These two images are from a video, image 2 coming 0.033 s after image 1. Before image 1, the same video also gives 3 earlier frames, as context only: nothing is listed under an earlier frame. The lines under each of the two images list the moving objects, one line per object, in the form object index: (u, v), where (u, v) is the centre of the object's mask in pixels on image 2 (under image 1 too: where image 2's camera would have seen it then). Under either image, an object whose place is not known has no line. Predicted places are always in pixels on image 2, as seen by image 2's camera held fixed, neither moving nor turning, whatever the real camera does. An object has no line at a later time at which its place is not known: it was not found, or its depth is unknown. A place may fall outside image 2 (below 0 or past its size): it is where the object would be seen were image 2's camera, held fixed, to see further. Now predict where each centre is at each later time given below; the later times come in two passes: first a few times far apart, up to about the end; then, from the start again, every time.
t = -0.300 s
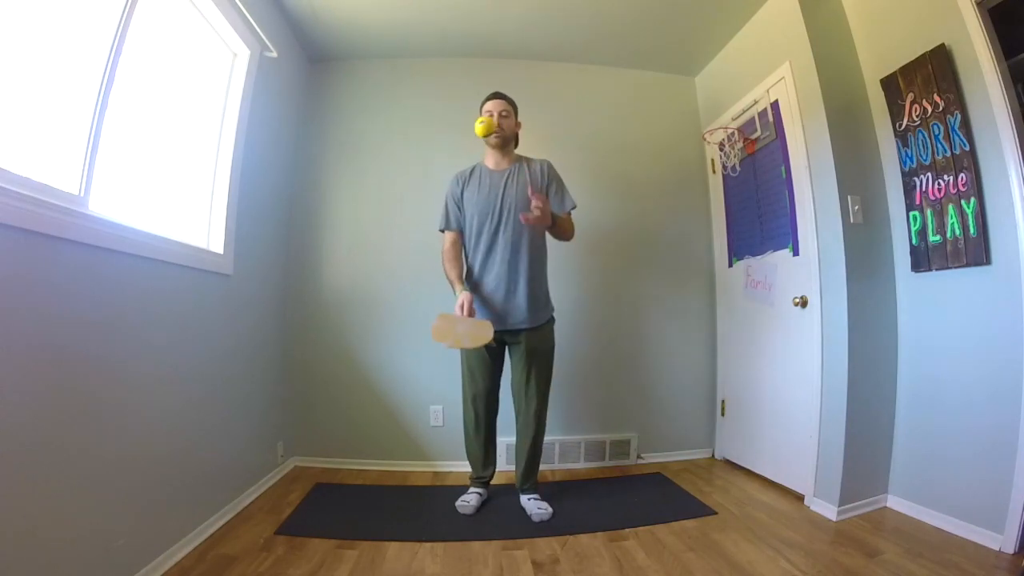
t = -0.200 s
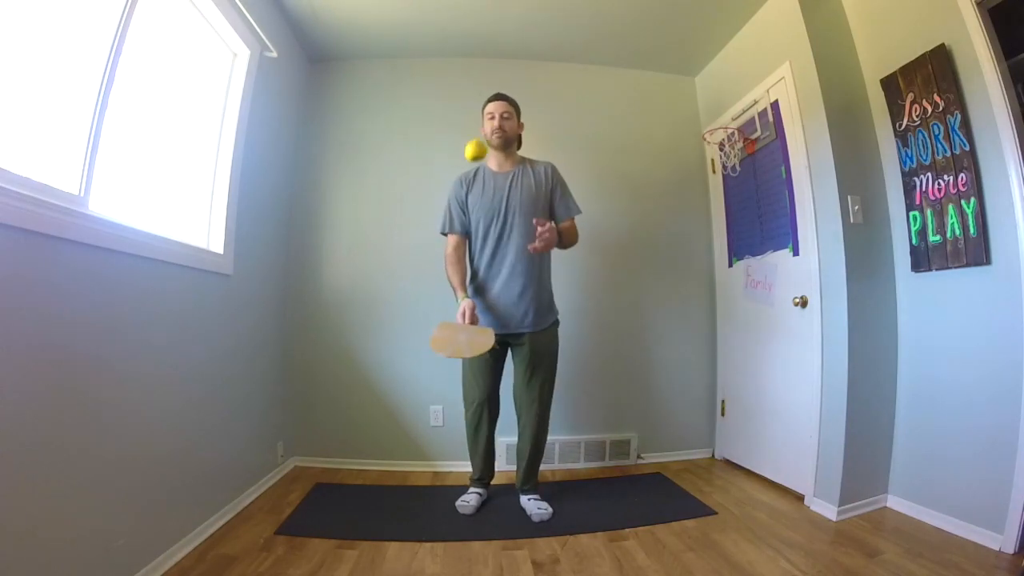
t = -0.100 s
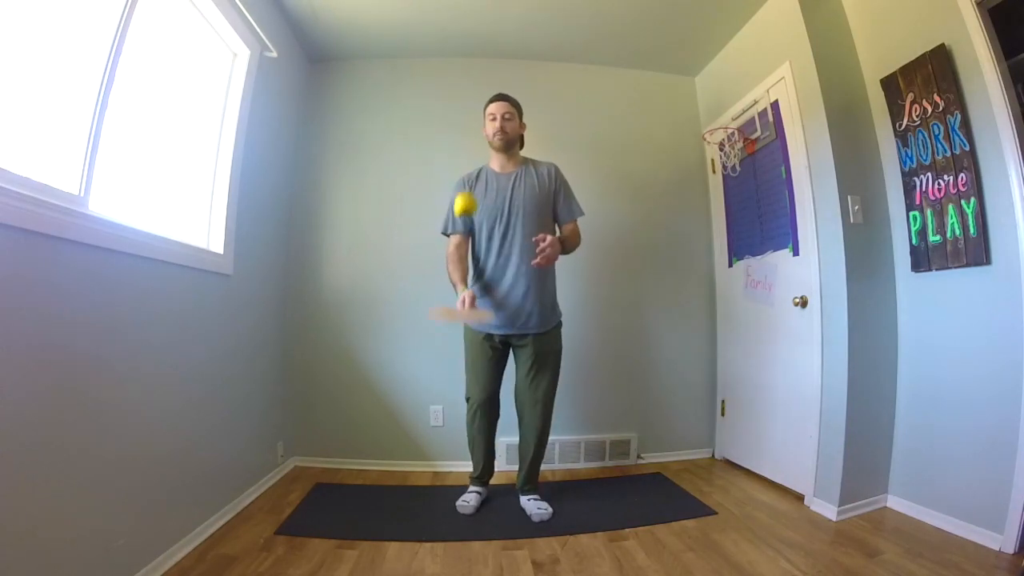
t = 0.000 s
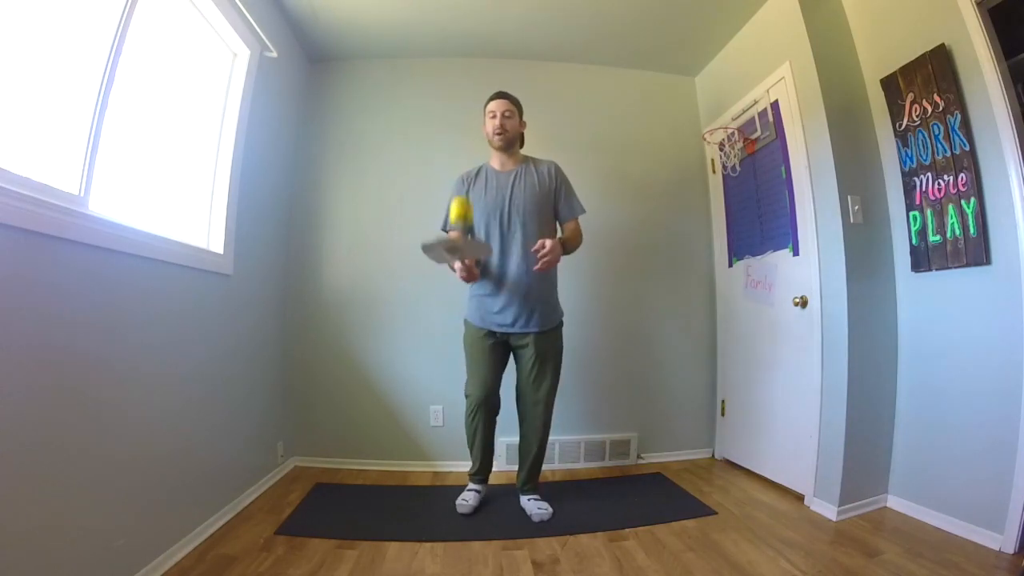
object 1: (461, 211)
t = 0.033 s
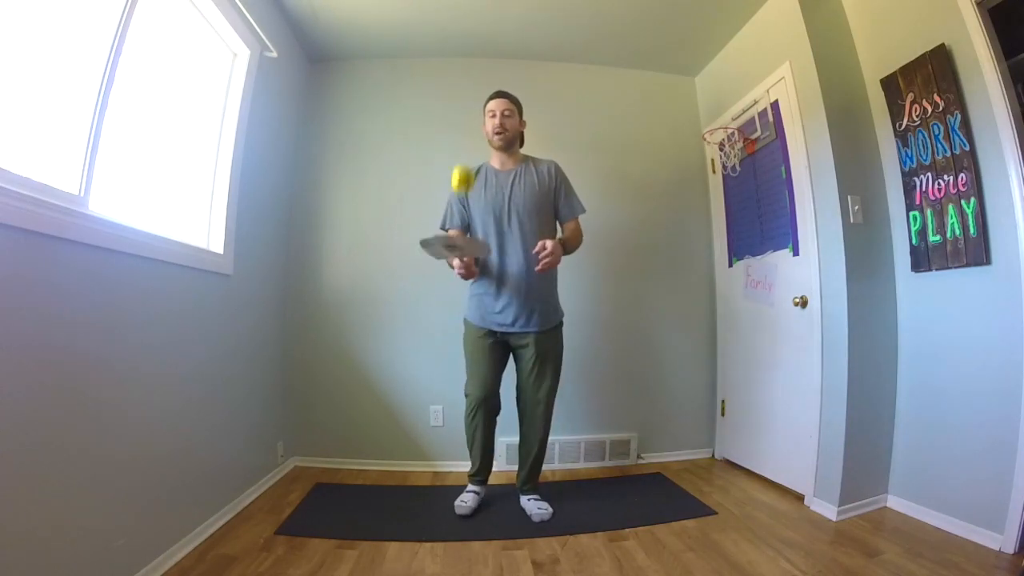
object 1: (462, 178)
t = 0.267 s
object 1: (474, 59)
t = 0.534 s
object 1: (483, 94)
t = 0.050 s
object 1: (463, 164)
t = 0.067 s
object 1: (464, 151)
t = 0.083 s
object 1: (465, 139)
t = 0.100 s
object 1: (466, 127)
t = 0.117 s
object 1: (467, 117)
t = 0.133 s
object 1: (468, 107)
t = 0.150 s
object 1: (468, 98)
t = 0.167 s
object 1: (469, 90)
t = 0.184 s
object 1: (470, 83)
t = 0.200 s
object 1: (471, 76)
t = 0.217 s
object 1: (472, 71)
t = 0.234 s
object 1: (472, 66)
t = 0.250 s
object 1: (473, 62)
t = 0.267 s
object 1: (474, 59)
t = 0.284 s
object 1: (474, 57)
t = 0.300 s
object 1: (475, 55)
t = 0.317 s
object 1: (475, 54)
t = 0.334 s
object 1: (476, 53)
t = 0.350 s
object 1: (477, 53)
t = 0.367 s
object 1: (478, 53)
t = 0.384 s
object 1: (478, 55)
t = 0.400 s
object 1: (479, 56)
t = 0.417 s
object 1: (479, 59)
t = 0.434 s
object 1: (480, 62)
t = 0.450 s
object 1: (481, 65)
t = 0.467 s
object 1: (481, 70)
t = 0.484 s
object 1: (481, 75)
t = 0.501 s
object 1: (481, 81)
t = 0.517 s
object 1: (482, 87)
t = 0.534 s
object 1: (483, 94)
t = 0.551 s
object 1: (483, 102)
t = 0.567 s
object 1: (484, 111)
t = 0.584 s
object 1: (484, 123)
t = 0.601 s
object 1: (485, 132)
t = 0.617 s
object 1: (486, 144)
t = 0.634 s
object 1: (486, 154)
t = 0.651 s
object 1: (486, 167)
